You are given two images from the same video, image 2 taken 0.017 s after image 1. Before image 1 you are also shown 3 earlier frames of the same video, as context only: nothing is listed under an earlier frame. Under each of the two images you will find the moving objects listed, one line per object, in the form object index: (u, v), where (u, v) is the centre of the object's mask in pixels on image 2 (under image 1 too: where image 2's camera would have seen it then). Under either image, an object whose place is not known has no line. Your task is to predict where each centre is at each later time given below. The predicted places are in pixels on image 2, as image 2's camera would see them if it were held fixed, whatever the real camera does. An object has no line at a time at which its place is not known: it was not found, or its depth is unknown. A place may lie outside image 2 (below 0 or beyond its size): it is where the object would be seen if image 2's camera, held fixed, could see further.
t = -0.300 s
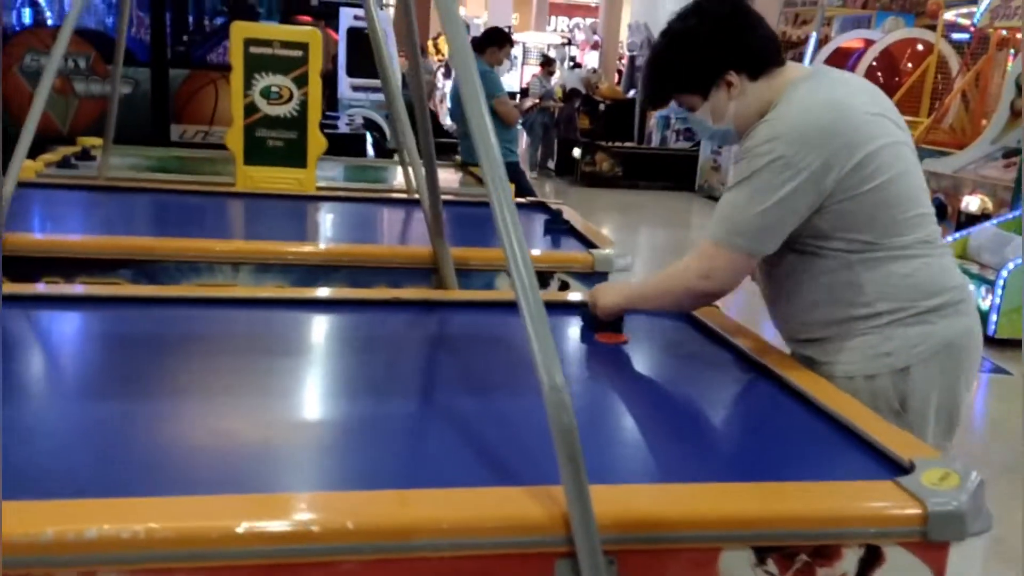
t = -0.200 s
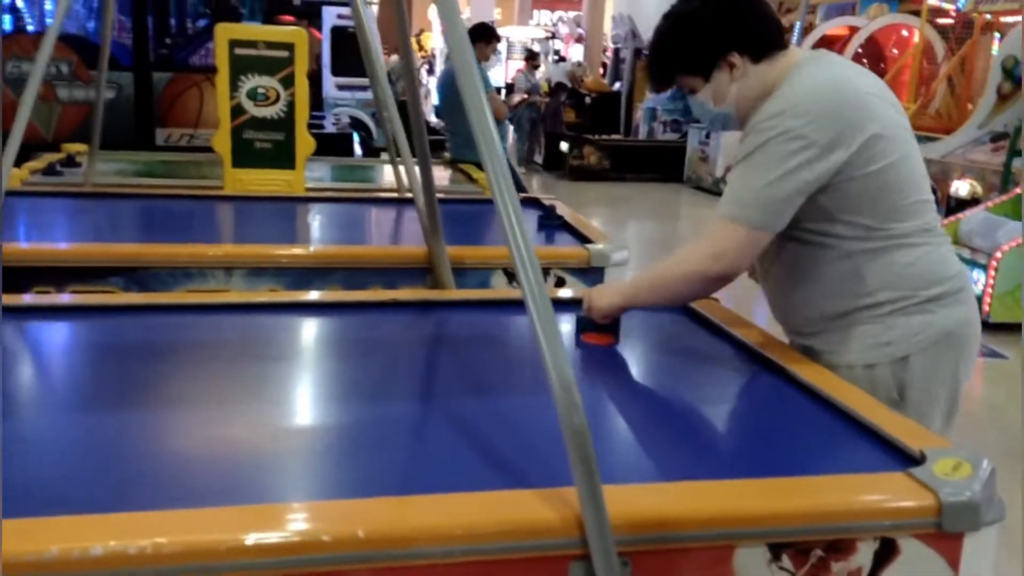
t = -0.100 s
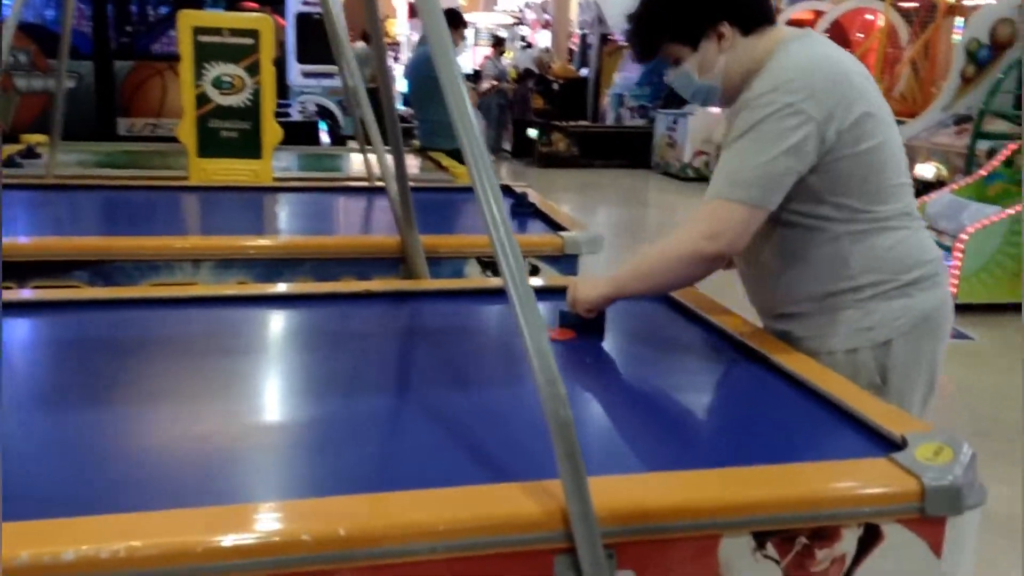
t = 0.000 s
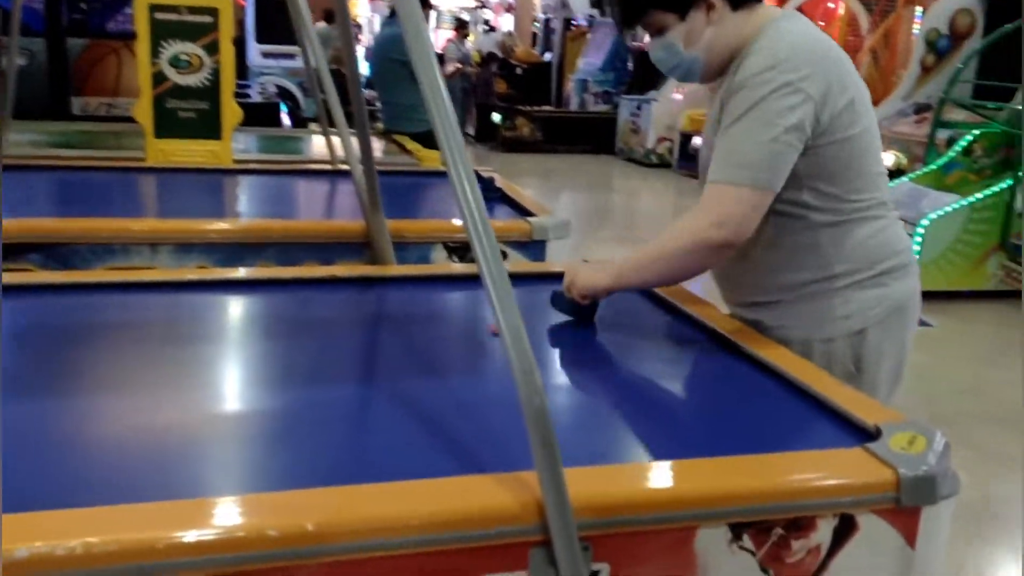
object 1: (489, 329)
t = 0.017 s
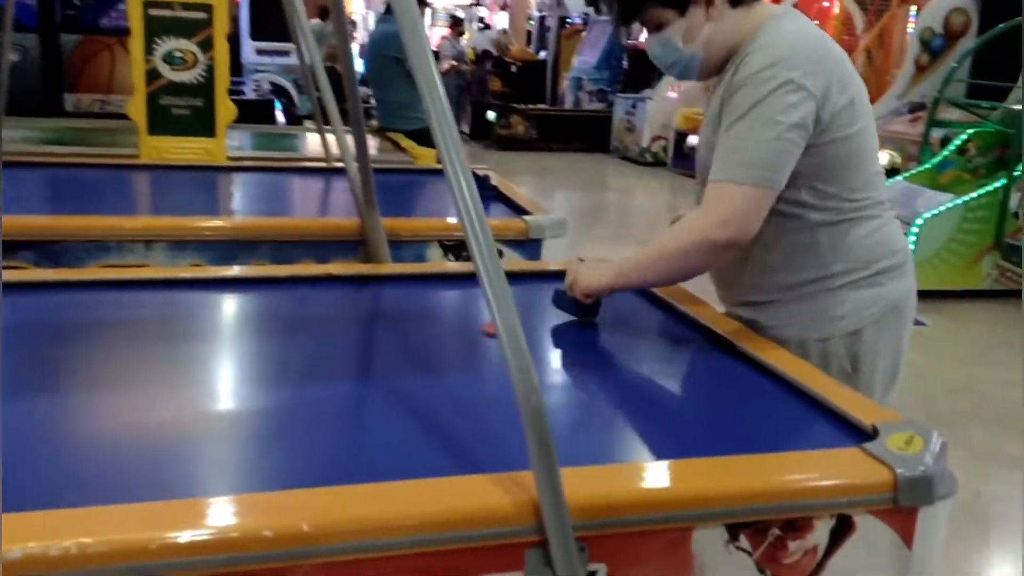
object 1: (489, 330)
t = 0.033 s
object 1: (488, 331)
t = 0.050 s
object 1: (487, 333)
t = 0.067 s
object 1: (486, 334)
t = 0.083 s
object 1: (485, 335)
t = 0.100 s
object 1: (483, 337)
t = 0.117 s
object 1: (480, 338)
